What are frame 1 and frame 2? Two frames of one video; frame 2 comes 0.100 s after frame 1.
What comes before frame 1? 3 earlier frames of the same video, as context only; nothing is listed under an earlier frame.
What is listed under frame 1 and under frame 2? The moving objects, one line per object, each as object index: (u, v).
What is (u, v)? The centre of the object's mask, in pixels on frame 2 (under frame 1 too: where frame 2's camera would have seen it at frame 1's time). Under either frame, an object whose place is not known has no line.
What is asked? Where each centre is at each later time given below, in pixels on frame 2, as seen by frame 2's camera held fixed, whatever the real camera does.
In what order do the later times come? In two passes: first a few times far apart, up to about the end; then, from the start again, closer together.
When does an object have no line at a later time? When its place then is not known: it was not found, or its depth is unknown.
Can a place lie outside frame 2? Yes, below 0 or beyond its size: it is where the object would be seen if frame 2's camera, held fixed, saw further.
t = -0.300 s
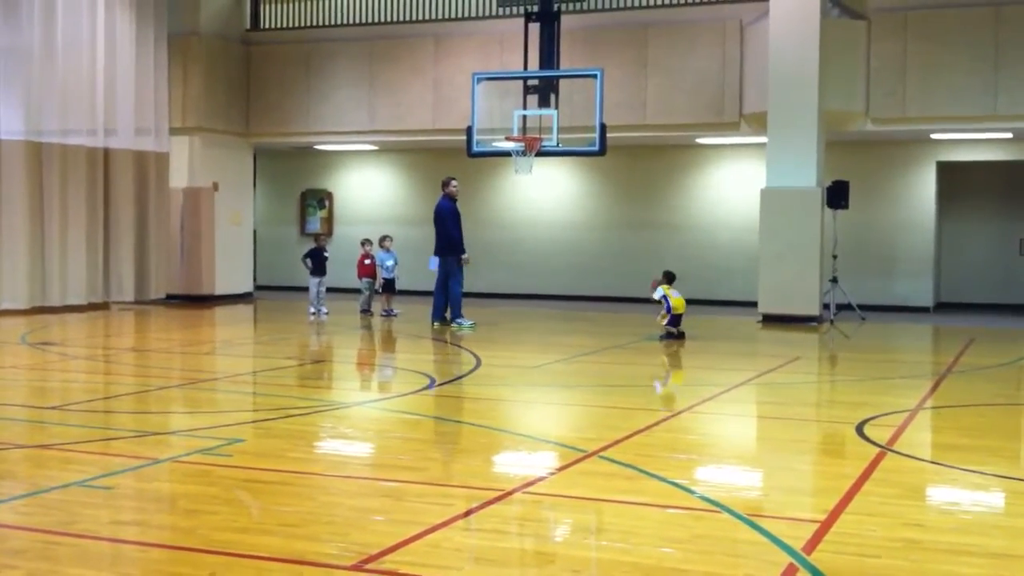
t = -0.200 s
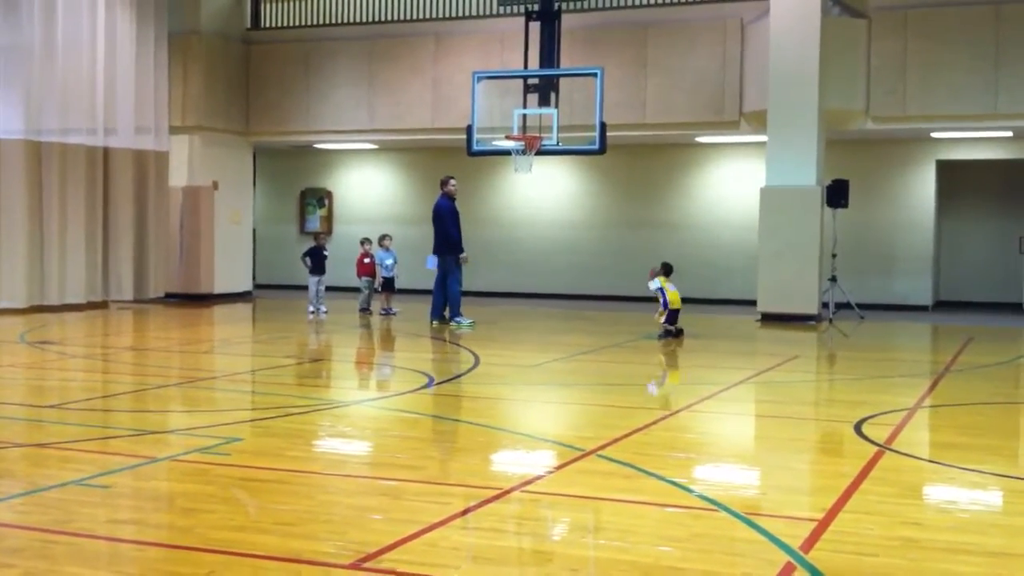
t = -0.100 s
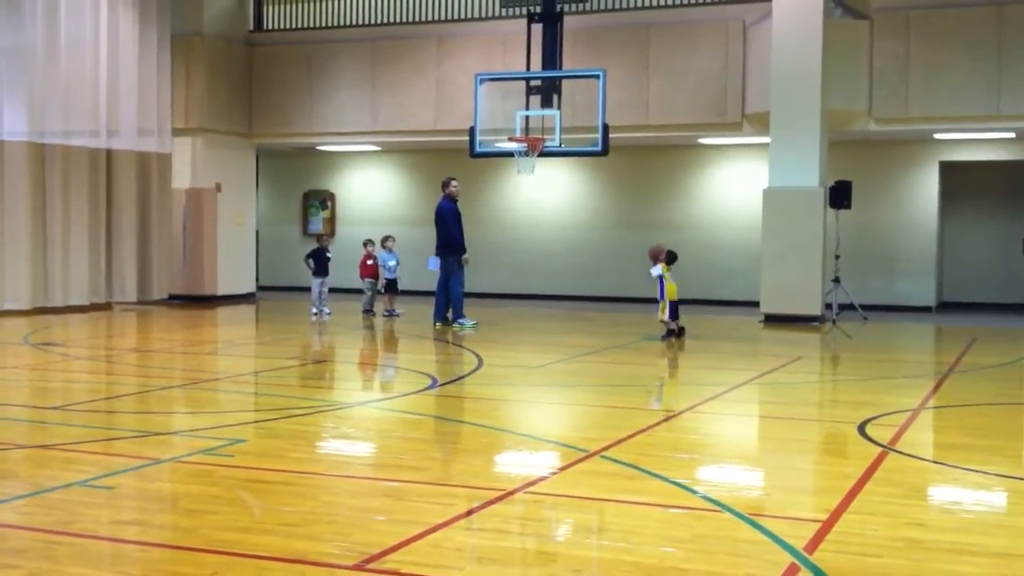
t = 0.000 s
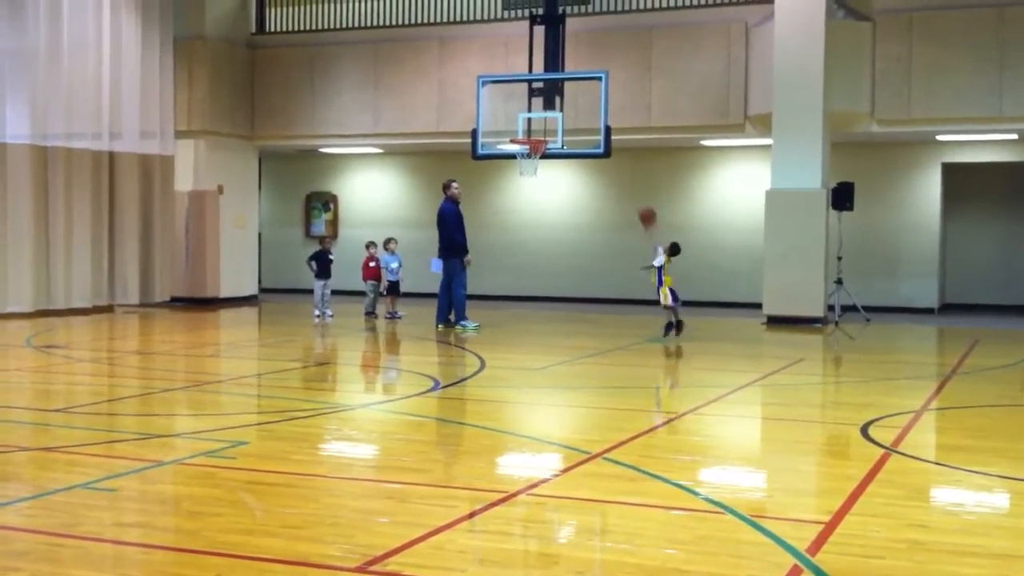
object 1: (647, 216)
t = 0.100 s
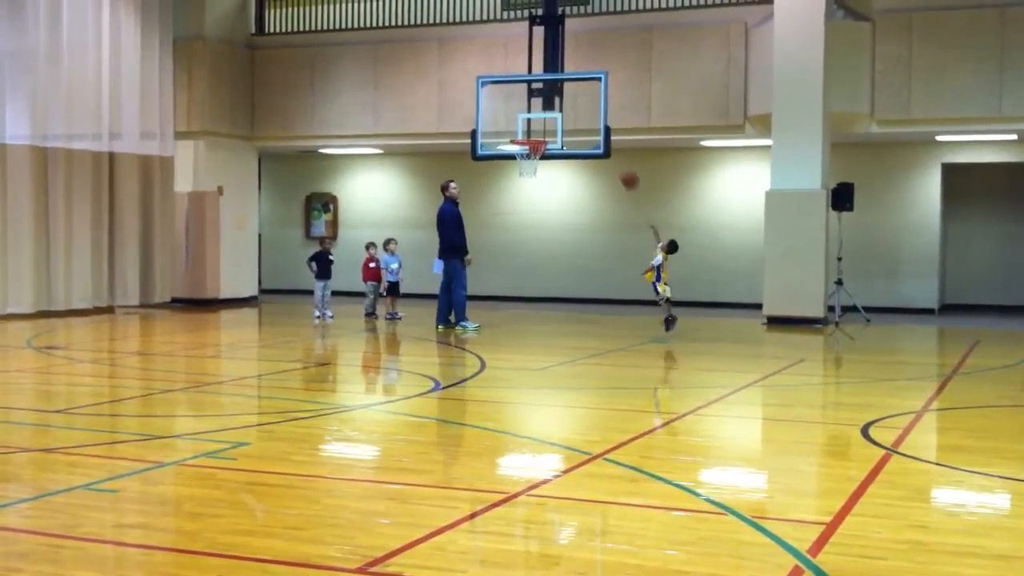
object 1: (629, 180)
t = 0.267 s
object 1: (598, 136)
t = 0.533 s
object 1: (558, 117)
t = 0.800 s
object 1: (516, 151)
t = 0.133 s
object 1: (624, 170)
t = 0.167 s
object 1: (618, 161)
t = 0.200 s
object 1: (612, 151)
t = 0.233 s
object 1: (606, 143)
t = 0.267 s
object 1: (598, 136)
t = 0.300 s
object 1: (595, 130)
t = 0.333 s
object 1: (589, 126)
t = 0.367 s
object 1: (584, 123)
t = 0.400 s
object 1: (579, 120)
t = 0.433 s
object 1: (574, 118)
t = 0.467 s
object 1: (569, 117)
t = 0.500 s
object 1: (563, 116)
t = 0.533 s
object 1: (558, 117)
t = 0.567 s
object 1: (552, 118)
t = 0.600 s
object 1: (548, 119)
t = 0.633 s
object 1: (543, 123)
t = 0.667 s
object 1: (537, 127)
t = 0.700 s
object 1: (532, 130)
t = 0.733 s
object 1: (528, 134)
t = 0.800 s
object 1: (516, 151)
